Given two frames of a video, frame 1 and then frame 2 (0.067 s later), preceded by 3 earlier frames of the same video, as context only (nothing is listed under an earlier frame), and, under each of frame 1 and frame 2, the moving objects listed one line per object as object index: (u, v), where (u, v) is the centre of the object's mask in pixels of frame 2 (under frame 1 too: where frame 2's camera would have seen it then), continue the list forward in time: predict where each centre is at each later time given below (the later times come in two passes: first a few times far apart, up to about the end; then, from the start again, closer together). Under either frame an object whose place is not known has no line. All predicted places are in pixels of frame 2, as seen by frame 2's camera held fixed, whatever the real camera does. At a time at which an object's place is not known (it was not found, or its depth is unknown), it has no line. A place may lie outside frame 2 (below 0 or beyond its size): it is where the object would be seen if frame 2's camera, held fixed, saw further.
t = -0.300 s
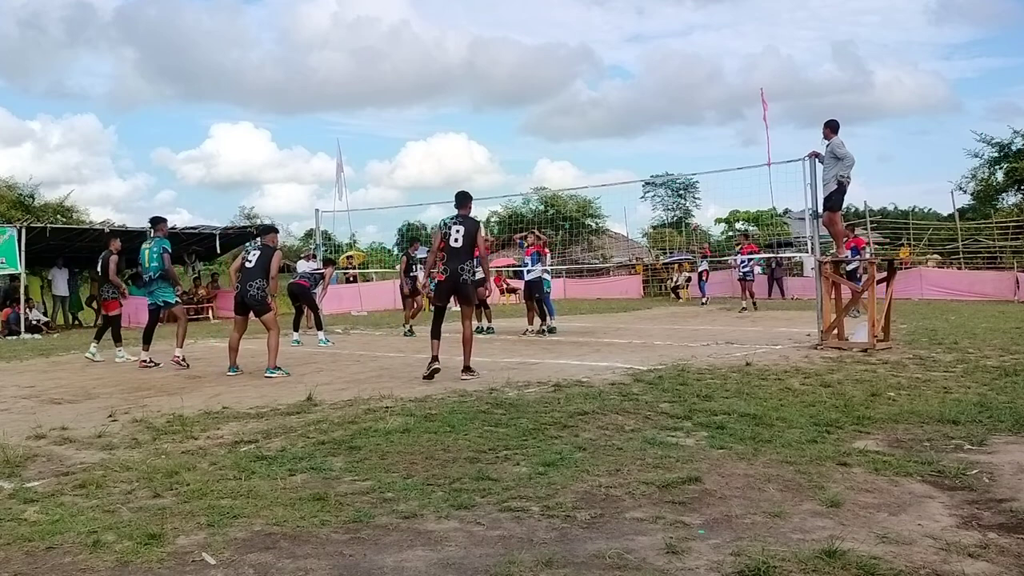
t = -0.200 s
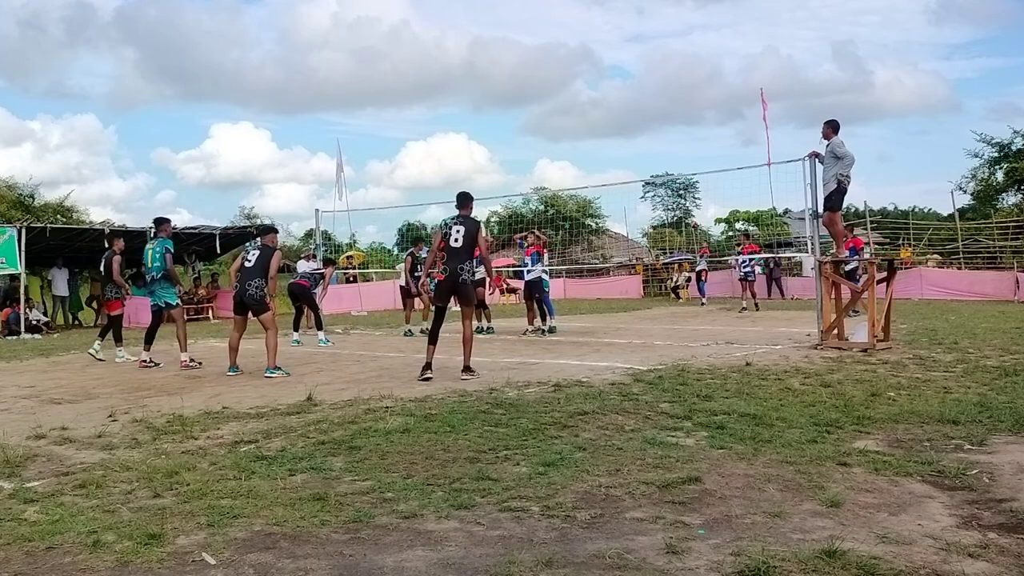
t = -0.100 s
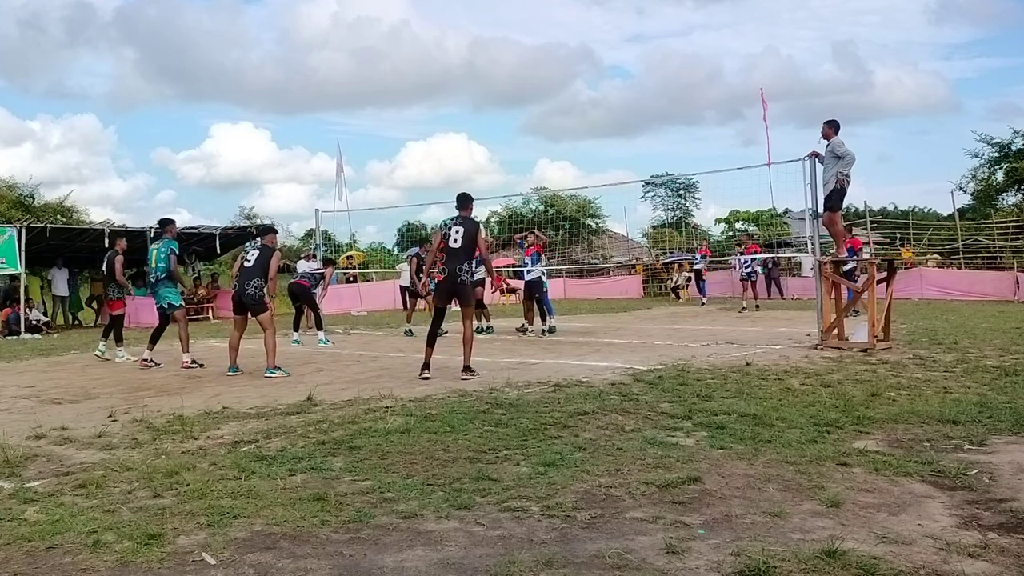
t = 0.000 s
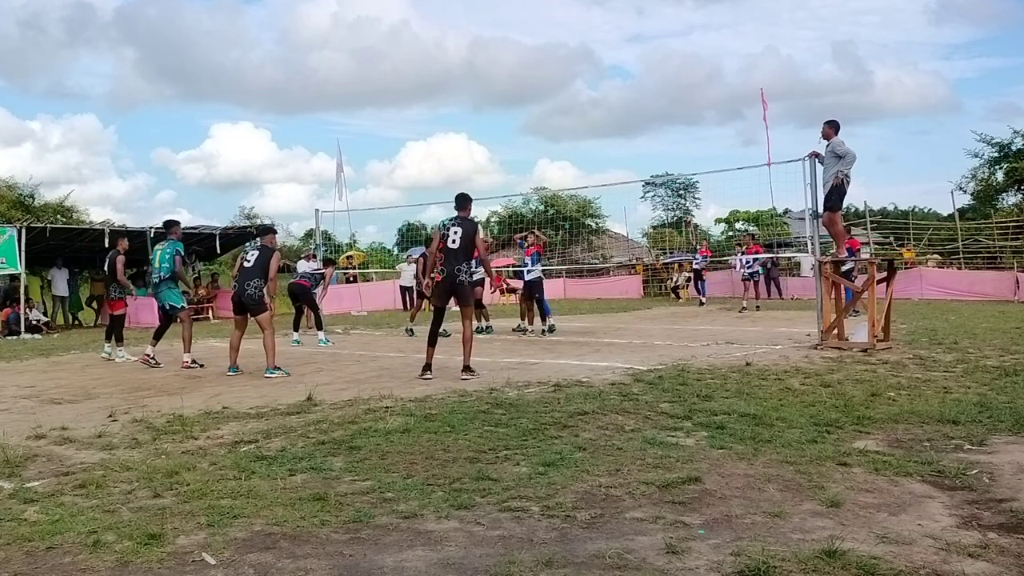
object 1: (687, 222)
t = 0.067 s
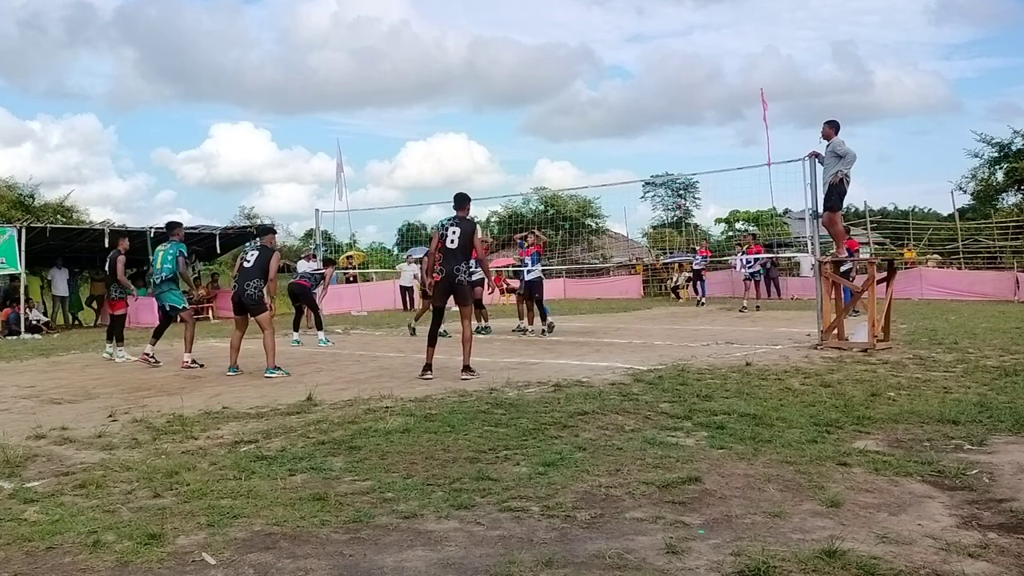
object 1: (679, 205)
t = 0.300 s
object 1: (638, 160)
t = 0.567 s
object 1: (581, 132)
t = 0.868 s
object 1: (496, 143)
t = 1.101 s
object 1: (405, 208)
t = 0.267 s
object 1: (644, 166)
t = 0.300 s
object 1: (638, 160)
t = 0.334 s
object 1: (632, 155)
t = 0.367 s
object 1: (625, 151)
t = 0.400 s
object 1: (618, 146)
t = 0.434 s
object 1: (611, 142)
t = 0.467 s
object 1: (604, 139)
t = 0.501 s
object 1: (596, 135)
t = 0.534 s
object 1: (589, 134)
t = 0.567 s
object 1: (581, 132)
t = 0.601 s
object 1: (573, 130)
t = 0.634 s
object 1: (564, 129)
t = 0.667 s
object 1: (556, 129)
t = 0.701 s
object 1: (547, 130)
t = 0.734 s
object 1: (537, 131)
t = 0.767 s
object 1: (528, 133)
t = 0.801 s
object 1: (518, 135)
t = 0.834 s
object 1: (507, 139)
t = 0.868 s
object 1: (496, 143)
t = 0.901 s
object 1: (485, 149)
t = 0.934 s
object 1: (473, 155)
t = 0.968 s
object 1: (460, 163)
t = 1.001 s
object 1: (447, 172)
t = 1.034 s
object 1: (434, 183)
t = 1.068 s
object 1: (420, 194)
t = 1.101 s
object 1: (405, 208)
